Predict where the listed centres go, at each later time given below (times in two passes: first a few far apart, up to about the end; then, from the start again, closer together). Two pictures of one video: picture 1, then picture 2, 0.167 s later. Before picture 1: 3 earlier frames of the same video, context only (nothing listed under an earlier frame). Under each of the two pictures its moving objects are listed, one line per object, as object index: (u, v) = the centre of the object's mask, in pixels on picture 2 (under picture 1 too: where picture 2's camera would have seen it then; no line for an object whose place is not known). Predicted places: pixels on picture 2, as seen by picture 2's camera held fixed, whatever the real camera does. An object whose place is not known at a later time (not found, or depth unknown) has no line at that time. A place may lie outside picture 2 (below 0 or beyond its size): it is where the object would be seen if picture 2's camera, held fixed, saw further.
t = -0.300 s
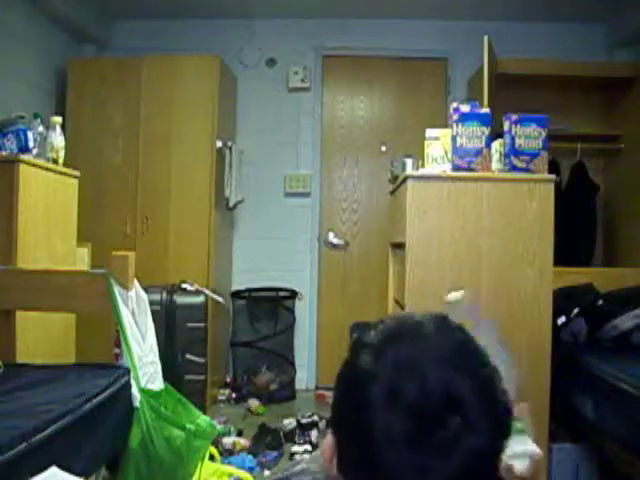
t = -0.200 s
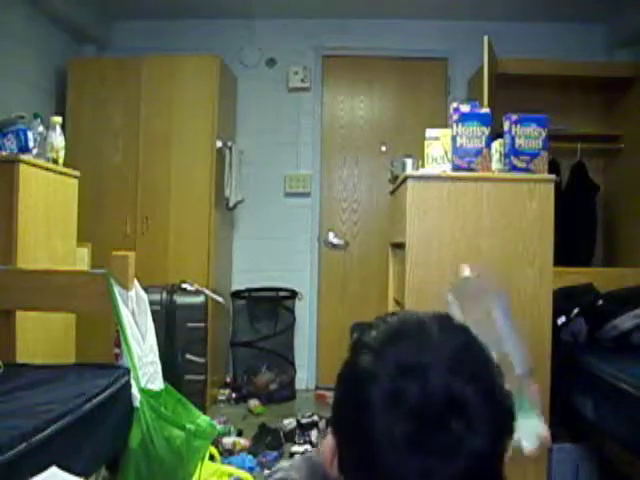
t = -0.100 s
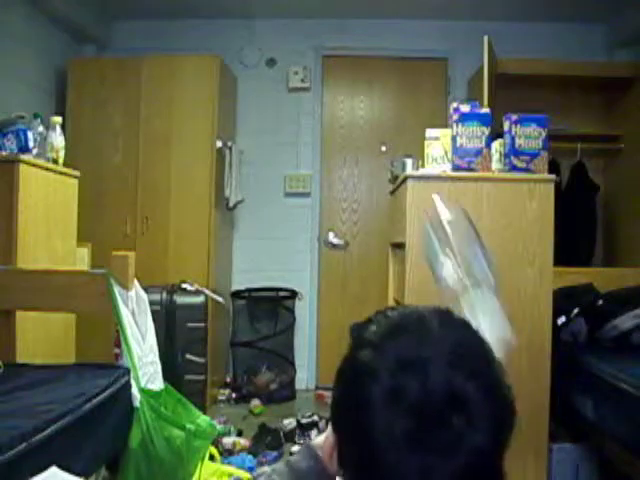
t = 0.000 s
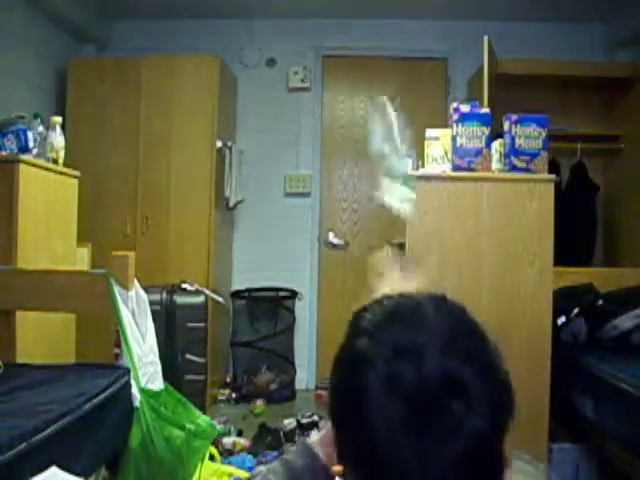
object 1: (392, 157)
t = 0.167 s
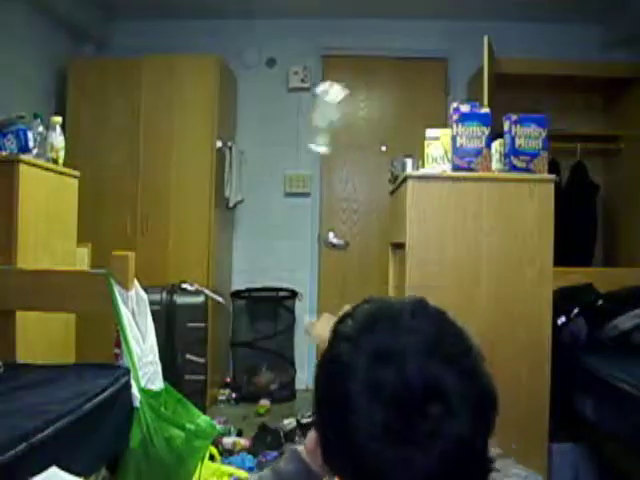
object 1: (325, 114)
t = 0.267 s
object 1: (301, 135)
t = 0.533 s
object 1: (265, 236)
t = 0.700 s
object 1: (246, 285)
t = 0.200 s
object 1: (317, 117)
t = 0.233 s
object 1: (311, 123)
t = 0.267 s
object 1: (301, 135)
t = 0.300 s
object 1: (296, 144)
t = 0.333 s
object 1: (290, 149)
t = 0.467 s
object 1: (272, 200)
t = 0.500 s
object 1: (266, 227)
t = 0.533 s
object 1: (265, 236)
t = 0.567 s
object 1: (263, 247)
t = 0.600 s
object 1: (258, 257)
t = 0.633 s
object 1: (254, 266)
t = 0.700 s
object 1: (246, 285)
